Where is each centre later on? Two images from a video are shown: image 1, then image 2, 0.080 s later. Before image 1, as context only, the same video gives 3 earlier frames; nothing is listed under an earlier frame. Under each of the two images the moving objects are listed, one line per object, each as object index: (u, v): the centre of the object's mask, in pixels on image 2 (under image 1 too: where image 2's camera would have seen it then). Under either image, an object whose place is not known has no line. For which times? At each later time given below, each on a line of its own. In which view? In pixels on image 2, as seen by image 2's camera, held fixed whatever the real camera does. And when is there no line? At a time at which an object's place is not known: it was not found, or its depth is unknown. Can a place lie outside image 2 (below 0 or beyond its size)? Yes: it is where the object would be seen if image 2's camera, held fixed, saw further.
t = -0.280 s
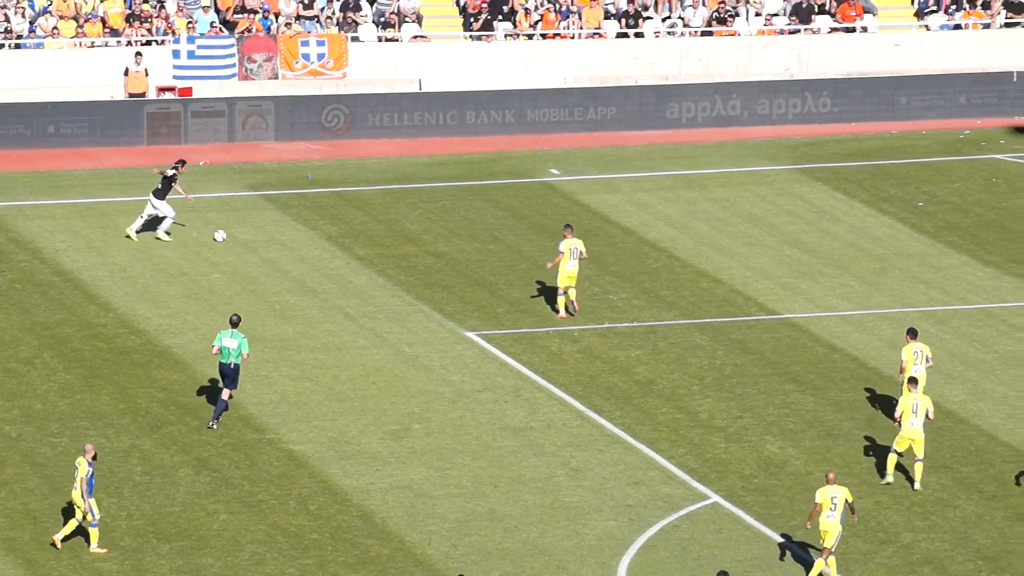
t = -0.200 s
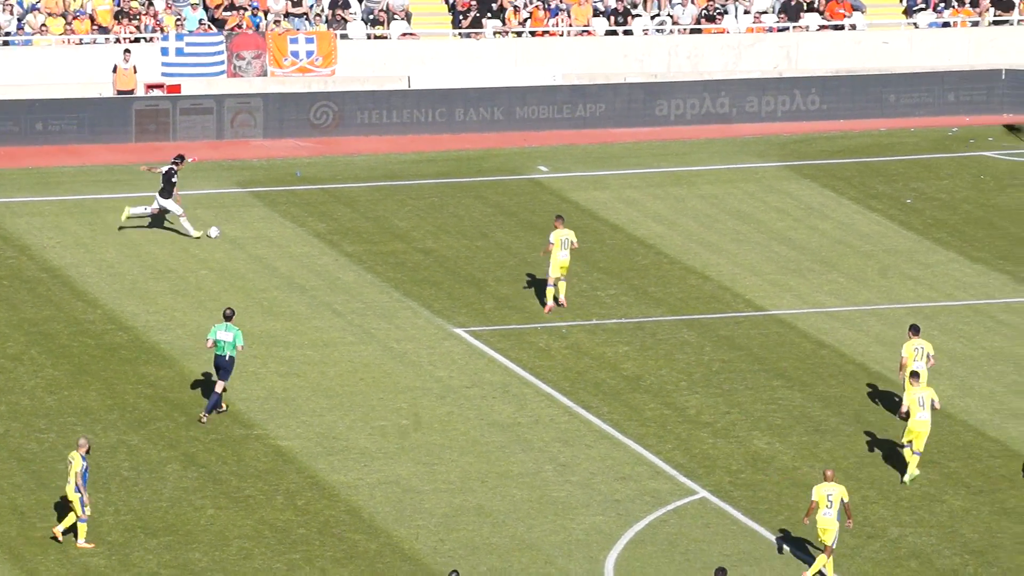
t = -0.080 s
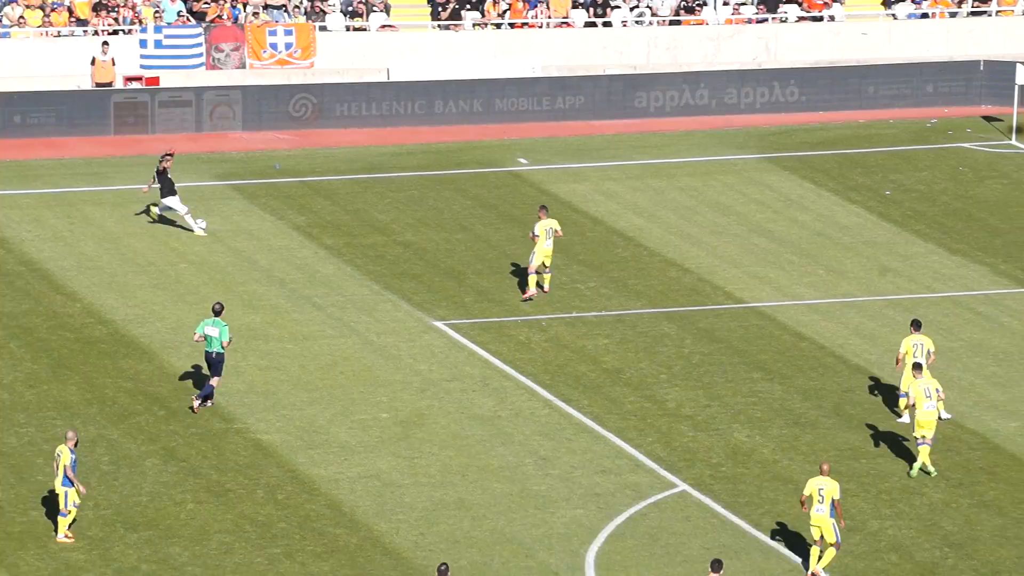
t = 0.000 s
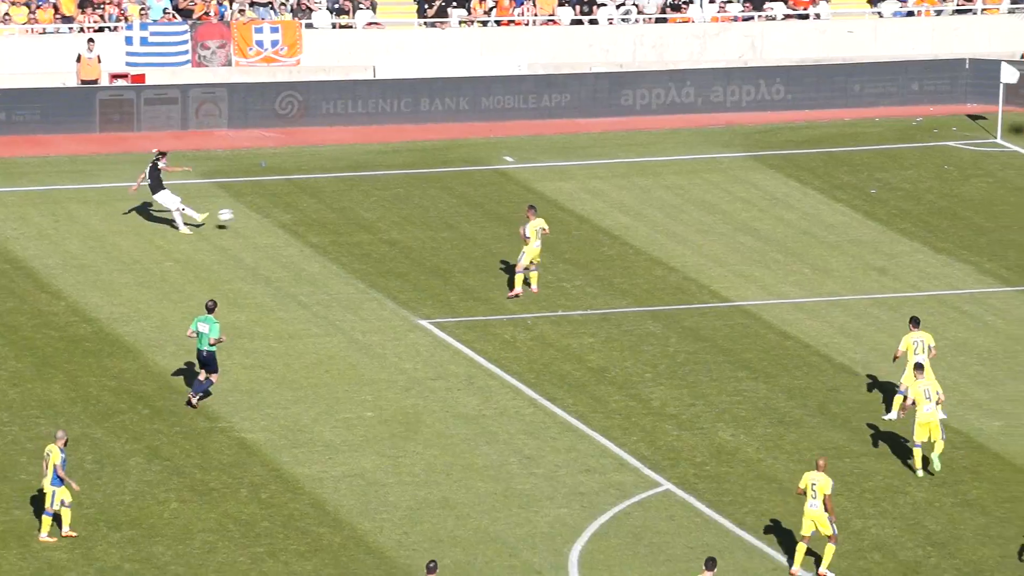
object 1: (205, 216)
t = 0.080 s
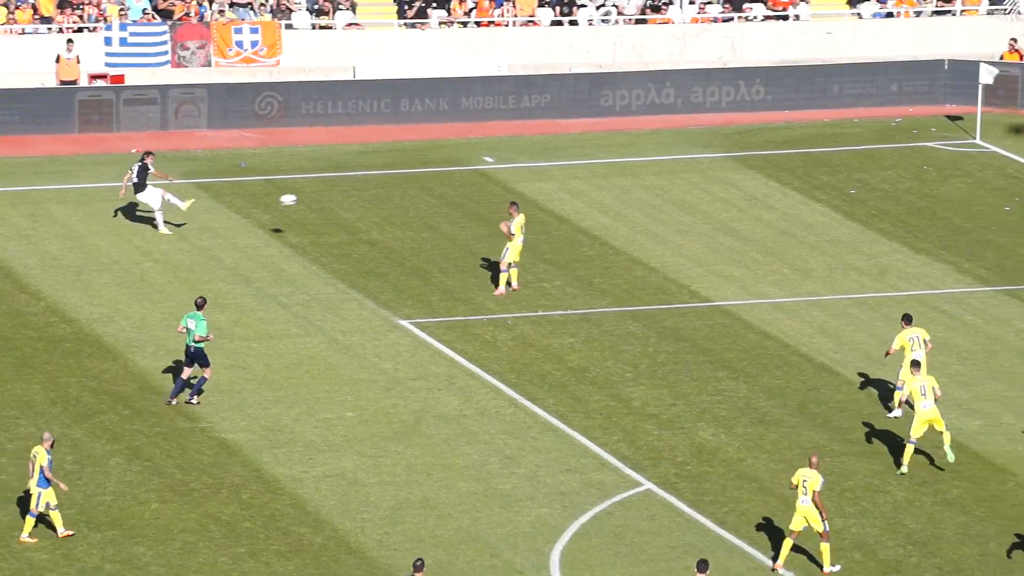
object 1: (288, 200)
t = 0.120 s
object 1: (329, 194)
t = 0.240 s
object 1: (450, 180)
